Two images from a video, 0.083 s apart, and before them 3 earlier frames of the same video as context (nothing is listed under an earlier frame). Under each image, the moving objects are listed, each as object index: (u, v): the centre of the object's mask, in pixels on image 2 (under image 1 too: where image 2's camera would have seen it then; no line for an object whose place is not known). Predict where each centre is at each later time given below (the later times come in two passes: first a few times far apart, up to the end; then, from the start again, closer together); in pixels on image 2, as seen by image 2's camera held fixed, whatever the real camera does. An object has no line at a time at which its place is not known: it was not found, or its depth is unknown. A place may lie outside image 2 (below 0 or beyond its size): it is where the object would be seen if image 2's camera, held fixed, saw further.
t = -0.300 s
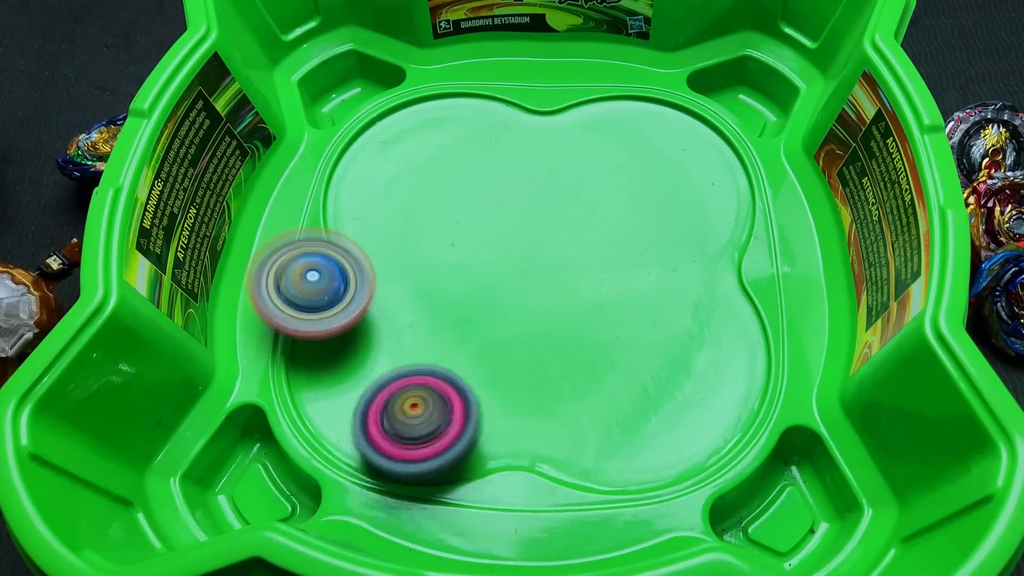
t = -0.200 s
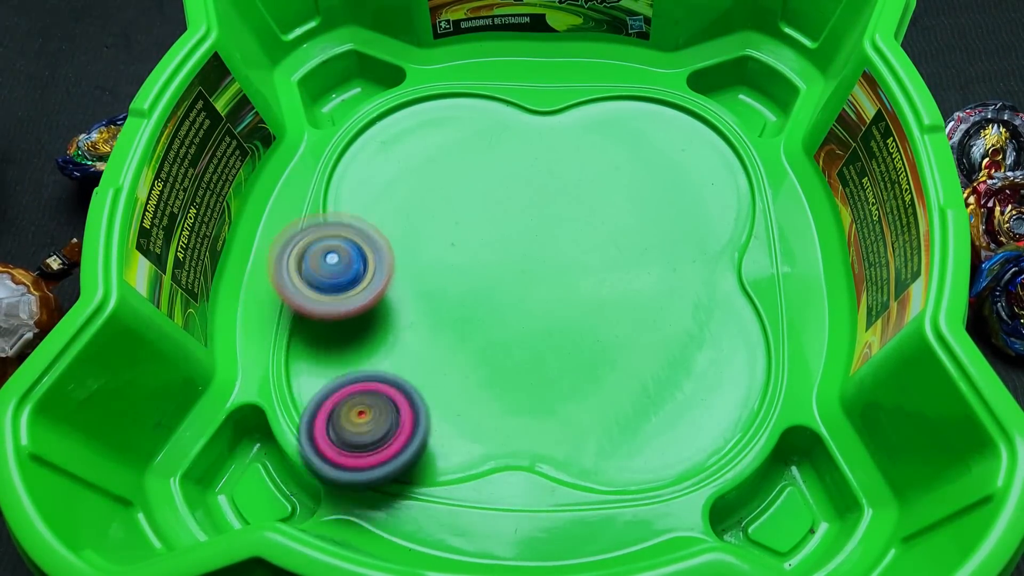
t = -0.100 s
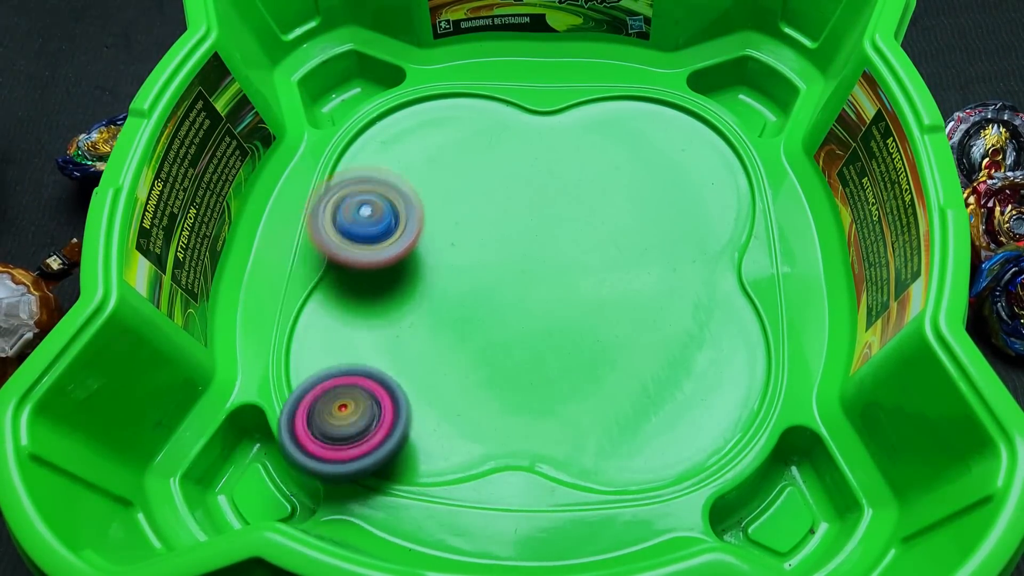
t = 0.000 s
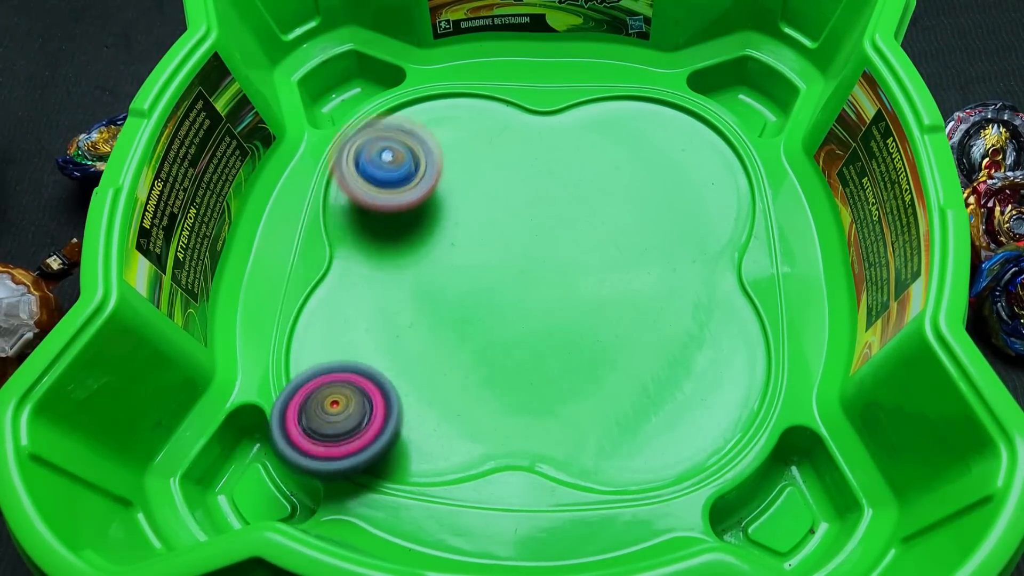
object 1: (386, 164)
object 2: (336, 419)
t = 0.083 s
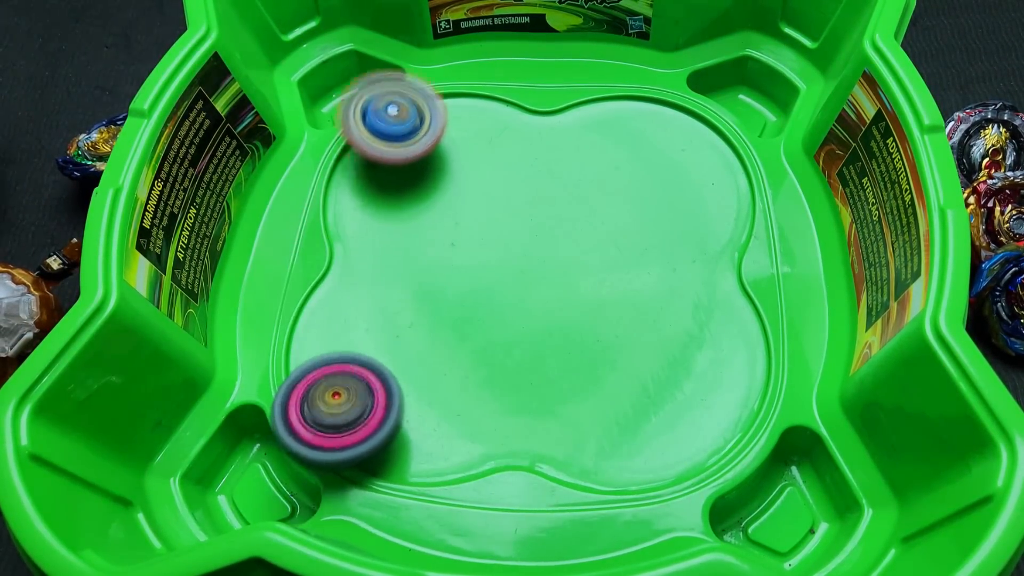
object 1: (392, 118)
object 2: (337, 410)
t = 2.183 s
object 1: (704, 368)
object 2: (529, 165)
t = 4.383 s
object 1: (480, 180)
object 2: (526, 273)
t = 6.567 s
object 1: (554, 333)
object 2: (568, 173)
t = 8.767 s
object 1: (442, 123)
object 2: (544, 310)
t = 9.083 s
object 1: (428, 87)
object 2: (465, 344)
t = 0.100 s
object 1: (393, 108)
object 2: (336, 407)
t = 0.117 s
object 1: (394, 99)
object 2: (333, 404)
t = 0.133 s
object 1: (396, 90)
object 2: (331, 399)
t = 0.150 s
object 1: (401, 86)
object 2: (327, 395)
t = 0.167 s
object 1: (406, 85)
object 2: (324, 390)
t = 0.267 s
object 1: (430, 83)
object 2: (302, 366)
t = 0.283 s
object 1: (433, 83)
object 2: (300, 365)
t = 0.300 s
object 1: (436, 81)
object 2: (302, 363)
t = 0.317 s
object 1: (438, 81)
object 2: (303, 360)
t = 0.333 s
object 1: (439, 79)
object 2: (304, 359)
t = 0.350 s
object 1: (442, 81)
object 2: (305, 356)
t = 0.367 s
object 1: (443, 83)
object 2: (306, 353)
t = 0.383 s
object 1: (446, 85)
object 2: (306, 350)
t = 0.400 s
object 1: (448, 86)
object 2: (307, 347)
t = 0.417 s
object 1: (450, 87)
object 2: (306, 343)
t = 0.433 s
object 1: (454, 87)
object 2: (307, 338)
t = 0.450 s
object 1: (458, 86)
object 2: (307, 334)
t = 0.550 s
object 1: (478, 77)
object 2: (305, 313)
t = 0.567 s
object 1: (479, 77)
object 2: (305, 312)
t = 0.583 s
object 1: (479, 78)
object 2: (305, 310)
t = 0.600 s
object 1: (477, 79)
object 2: (306, 310)
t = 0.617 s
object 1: (475, 80)
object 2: (307, 310)
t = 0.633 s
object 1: (472, 81)
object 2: (308, 309)
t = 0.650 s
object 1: (471, 82)
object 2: (310, 309)
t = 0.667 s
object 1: (470, 83)
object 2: (312, 307)
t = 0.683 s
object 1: (471, 85)
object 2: (316, 305)
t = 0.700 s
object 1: (473, 88)
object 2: (320, 301)
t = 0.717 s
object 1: (477, 91)
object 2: (324, 296)
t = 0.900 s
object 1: (553, 130)
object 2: (367, 230)
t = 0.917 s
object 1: (560, 132)
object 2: (369, 225)
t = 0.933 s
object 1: (567, 134)
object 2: (370, 218)
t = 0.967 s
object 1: (582, 137)
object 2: (371, 207)
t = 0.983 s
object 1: (589, 137)
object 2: (371, 201)
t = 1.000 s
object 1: (596, 138)
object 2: (370, 194)
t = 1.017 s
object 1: (603, 138)
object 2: (370, 189)
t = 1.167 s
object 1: (661, 129)
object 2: (358, 136)
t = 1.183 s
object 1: (667, 127)
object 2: (357, 131)
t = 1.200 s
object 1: (673, 126)
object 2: (357, 130)
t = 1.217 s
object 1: (678, 125)
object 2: (363, 131)
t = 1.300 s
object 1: (701, 119)
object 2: (385, 132)
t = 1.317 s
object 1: (704, 119)
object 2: (388, 131)
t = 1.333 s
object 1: (707, 118)
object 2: (392, 128)
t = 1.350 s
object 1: (707, 117)
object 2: (395, 126)
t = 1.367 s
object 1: (707, 116)
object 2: (397, 123)
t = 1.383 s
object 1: (705, 115)
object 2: (400, 120)
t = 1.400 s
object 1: (702, 115)
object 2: (403, 116)
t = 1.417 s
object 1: (700, 115)
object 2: (405, 112)
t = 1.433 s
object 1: (696, 116)
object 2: (407, 108)
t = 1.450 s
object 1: (694, 120)
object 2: (409, 104)
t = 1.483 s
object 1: (688, 126)
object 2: (412, 95)
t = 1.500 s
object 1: (685, 131)
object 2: (413, 92)
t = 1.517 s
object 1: (681, 135)
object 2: (415, 94)
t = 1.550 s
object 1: (673, 147)
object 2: (417, 98)
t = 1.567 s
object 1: (668, 152)
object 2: (418, 100)
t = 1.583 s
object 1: (662, 158)
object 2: (420, 101)
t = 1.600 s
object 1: (656, 165)
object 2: (422, 101)
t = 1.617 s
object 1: (651, 172)
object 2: (424, 101)
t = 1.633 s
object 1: (645, 180)
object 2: (427, 101)
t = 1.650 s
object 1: (639, 187)
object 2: (430, 100)
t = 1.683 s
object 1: (627, 203)
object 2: (437, 97)
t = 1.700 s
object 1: (621, 211)
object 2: (440, 96)
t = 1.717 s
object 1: (616, 219)
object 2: (443, 94)
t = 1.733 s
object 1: (612, 228)
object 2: (446, 92)
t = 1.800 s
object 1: (602, 263)
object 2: (449, 89)
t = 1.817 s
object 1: (602, 271)
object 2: (447, 89)
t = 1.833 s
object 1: (602, 279)
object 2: (446, 90)
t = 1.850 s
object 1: (604, 287)
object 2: (445, 91)
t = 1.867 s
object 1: (607, 294)
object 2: (446, 93)
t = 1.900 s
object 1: (614, 308)
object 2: (450, 98)
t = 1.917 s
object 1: (619, 315)
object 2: (454, 101)
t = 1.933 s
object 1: (625, 321)
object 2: (458, 104)
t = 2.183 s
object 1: (704, 368)
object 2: (529, 165)
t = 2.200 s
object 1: (705, 368)
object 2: (535, 167)
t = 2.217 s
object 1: (704, 366)
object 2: (541, 169)
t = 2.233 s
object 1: (703, 364)
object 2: (547, 171)
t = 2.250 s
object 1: (701, 361)
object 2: (552, 172)
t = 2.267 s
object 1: (698, 358)
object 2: (558, 173)
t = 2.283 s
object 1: (694, 355)
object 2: (564, 173)
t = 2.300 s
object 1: (689, 353)
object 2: (569, 173)
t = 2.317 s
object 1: (685, 349)
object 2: (574, 172)
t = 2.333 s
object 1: (678, 345)
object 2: (580, 171)
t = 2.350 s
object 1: (671, 341)
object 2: (584, 170)
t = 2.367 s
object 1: (664, 337)
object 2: (589, 168)
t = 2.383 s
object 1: (656, 333)
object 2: (594, 166)
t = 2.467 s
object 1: (608, 314)
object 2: (613, 154)
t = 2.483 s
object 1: (596, 311)
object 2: (616, 152)
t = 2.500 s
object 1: (585, 308)
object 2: (618, 149)
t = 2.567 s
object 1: (542, 306)
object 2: (623, 141)
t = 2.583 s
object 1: (531, 307)
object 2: (623, 140)
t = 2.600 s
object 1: (522, 310)
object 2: (623, 140)
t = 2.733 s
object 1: (455, 345)
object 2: (604, 157)
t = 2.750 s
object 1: (449, 351)
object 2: (601, 161)
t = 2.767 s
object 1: (442, 357)
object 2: (598, 166)
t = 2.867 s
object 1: (408, 393)
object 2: (584, 204)
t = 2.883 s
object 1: (404, 398)
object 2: (583, 212)
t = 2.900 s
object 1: (400, 403)
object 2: (582, 219)
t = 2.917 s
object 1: (397, 408)
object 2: (583, 226)
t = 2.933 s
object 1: (393, 412)
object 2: (584, 234)
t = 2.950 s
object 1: (390, 415)
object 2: (586, 240)
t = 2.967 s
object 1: (387, 418)
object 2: (589, 247)
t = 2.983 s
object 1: (385, 420)
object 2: (592, 252)
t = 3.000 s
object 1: (384, 422)
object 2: (596, 257)
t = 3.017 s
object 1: (382, 423)
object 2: (601, 262)
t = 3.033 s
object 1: (382, 423)
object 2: (607, 266)
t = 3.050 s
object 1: (382, 422)
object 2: (612, 269)
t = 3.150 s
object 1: (390, 407)
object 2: (653, 277)
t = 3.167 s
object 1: (393, 403)
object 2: (659, 276)
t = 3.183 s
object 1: (396, 398)
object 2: (666, 274)
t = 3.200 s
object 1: (398, 393)
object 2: (672, 272)
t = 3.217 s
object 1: (401, 388)
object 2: (678, 270)
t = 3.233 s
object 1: (404, 382)
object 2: (682, 267)
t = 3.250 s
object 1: (407, 376)
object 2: (686, 264)
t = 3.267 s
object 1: (410, 369)
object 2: (688, 260)
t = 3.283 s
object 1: (414, 361)
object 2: (689, 256)
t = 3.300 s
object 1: (417, 355)
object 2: (689, 252)
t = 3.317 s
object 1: (419, 348)
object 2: (688, 249)
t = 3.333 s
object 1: (422, 340)
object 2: (685, 245)
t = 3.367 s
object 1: (427, 325)
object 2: (675, 240)
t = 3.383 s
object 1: (429, 317)
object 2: (668, 237)
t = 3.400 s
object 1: (430, 310)
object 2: (661, 237)
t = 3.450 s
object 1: (430, 289)
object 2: (634, 237)
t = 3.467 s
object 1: (430, 282)
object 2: (624, 239)
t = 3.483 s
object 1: (428, 275)
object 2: (614, 241)
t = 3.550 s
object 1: (416, 252)
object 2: (575, 254)
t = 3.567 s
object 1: (412, 248)
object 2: (567, 259)
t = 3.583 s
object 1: (408, 242)
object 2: (559, 264)
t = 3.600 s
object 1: (404, 238)
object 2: (553, 271)
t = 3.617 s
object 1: (399, 233)
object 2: (547, 277)
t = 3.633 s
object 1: (394, 229)
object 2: (541, 284)
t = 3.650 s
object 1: (390, 226)
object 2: (537, 291)
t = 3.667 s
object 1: (385, 222)
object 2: (535, 299)
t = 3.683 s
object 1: (381, 218)
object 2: (532, 307)
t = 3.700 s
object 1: (377, 214)
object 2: (532, 315)
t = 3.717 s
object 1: (372, 211)
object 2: (532, 323)
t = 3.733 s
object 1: (368, 208)
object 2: (533, 331)
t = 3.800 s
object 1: (354, 198)
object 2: (542, 360)
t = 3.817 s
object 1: (351, 195)
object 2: (546, 367)
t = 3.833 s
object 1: (349, 193)
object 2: (551, 373)
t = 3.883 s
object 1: (345, 188)
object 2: (566, 388)
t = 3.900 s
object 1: (344, 186)
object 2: (572, 392)
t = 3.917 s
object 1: (344, 186)
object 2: (578, 396)
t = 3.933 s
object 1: (345, 186)
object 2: (584, 399)
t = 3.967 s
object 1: (348, 184)
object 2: (597, 403)
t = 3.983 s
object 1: (350, 184)
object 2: (604, 403)
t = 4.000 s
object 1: (352, 183)
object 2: (610, 403)
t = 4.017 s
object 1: (355, 184)
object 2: (615, 401)
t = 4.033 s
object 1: (358, 184)
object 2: (621, 398)
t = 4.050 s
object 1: (362, 183)
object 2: (625, 393)
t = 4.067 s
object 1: (366, 183)
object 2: (628, 388)
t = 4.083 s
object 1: (369, 183)
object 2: (630, 381)
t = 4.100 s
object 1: (373, 184)
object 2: (631, 375)
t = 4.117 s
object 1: (378, 184)
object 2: (631, 368)
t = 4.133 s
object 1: (384, 185)
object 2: (630, 359)
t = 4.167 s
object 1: (394, 184)
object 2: (625, 342)
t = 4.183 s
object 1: (401, 187)
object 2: (621, 335)
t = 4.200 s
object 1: (406, 186)
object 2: (616, 327)
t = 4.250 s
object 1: (426, 187)
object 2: (597, 305)
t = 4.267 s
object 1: (433, 188)
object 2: (589, 297)
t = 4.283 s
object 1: (441, 188)
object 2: (580, 292)
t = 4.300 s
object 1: (447, 188)
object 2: (572, 287)
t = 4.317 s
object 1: (455, 188)
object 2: (563, 282)
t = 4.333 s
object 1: (461, 187)
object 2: (553, 277)
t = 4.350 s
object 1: (467, 186)
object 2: (545, 275)
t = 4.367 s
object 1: (474, 185)
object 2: (534, 271)
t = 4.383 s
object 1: (480, 180)
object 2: (526, 273)
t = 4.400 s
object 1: (484, 173)
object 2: (519, 274)
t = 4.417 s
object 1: (489, 166)
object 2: (509, 277)
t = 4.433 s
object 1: (491, 159)
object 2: (499, 279)
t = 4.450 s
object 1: (493, 154)
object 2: (489, 281)
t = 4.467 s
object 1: (494, 148)
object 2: (479, 283)
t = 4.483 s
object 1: (494, 144)
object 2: (470, 286)
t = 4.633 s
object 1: (494, 89)
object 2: (403, 319)
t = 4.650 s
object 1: (493, 83)
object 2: (397, 323)
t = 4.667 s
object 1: (490, 78)
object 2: (392, 328)
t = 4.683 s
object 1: (488, 75)
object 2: (387, 333)
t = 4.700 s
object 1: (483, 74)
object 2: (382, 337)
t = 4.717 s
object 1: (478, 75)
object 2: (378, 342)
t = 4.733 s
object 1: (473, 77)
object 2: (373, 347)
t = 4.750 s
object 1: (467, 81)
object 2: (369, 351)
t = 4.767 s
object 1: (462, 83)
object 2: (364, 355)
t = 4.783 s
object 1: (459, 85)
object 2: (360, 360)
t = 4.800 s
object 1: (457, 88)
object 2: (357, 365)
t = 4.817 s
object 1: (456, 91)
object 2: (353, 370)
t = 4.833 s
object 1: (457, 94)
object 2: (351, 374)
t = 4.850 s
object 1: (459, 98)
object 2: (350, 379)
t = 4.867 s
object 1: (462, 101)
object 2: (348, 383)
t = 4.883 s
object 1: (464, 106)
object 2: (348, 387)
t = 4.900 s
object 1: (467, 110)
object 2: (348, 389)
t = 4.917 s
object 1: (471, 116)
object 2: (350, 392)
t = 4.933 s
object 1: (474, 121)
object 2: (352, 393)
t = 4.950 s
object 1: (477, 126)
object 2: (356, 394)
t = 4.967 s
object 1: (481, 133)
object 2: (359, 394)
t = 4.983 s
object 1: (484, 139)
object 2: (364, 393)
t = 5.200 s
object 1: (550, 211)
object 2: (454, 331)
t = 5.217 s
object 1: (557, 214)
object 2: (460, 324)
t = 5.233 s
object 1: (563, 217)
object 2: (466, 317)
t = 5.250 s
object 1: (569, 220)
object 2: (471, 308)
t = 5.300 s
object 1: (590, 225)
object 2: (483, 285)
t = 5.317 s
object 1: (597, 226)
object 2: (485, 277)
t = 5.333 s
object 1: (604, 227)
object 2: (485, 270)
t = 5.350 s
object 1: (610, 227)
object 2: (485, 263)
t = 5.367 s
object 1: (617, 227)
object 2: (484, 256)
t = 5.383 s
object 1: (623, 226)
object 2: (483, 250)
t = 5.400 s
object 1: (628, 225)
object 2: (482, 244)
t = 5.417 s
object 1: (634, 224)
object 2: (479, 238)
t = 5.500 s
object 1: (657, 217)
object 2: (459, 212)
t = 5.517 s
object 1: (660, 216)
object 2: (453, 208)
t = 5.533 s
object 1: (663, 214)
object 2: (449, 204)
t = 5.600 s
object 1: (672, 208)
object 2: (426, 189)
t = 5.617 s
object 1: (673, 207)
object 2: (421, 186)
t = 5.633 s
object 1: (672, 206)
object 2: (416, 183)
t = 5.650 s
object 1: (671, 206)
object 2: (410, 181)
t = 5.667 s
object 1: (669, 205)
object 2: (405, 178)
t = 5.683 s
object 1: (666, 205)
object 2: (400, 175)
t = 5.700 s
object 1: (662, 206)
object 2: (395, 173)
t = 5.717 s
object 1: (658, 207)
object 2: (390, 171)
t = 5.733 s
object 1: (653, 209)
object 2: (386, 170)
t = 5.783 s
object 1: (636, 216)
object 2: (373, 166)
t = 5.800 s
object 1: (629, 218)
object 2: (370, 165)
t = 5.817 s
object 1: (623, 221)
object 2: (366, 165)
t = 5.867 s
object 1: (604, 232)
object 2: (360, 165)
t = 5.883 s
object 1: (598, 236)
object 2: (359, 166)
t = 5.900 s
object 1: (593, 241)
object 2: (360, 167)
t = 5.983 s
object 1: (568, 265)
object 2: (365, 174)
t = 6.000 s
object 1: (564, 271)
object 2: (368, 177)
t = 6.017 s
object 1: (560, 277)
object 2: (371, 180)
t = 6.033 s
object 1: (557, 283)
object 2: (375, 182)
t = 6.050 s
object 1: (554, 289)
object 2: (379, 186)
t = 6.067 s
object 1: (552, 294)
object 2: (384, 189)
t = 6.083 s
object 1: (550, 300)
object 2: (388, 193)
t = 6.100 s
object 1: (550, 306)
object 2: (394, 197)
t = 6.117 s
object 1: (549, 312)
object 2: (400, 201)
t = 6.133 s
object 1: (549, 317)
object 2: (407, 204)
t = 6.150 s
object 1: (548, 323)
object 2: (414, 208)
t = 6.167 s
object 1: (549, 328)
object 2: (422, 212)
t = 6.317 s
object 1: (559, 359)
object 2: (497, 230)
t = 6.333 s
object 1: (561, 362)
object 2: (505, 229)
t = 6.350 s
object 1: (562, 364)
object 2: (513, 227)
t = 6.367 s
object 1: (564, 365)
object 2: (521, 225)
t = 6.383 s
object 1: (565, 365)
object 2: (526, 222)
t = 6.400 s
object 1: (566, 365)
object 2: (532, 219)
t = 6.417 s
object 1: (566, 365)
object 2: (537, 216)
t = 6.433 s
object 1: (567, 363)
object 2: (543, 213)
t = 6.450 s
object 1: (566, 361)
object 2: (547, 209)
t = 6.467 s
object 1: (566, 359)
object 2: (552, 204)
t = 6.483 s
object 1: (566, 355)
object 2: (555, 199)
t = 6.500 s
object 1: (565, 352)
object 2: (559, 194)
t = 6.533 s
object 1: (562, 343)
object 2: (564, 184)
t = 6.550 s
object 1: (558, 337)
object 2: (566, 179)
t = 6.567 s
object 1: (554, 333)
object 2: (568, 173)
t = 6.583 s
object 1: (551, 329)
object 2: (570, 168)
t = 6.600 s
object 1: (548, 325)
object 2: (570, 162)
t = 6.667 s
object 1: (532, 308)
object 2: (571, 145)
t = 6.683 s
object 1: (528, 304)
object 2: (571, 141)
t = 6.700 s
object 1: (523, 300)
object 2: (569, 137)
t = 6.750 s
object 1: (506, 291)
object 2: (562, 130)
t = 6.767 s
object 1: (500, 288)
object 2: (559, 129)
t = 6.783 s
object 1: (494, 285)
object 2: (556, 128)
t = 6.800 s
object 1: (488, 284)
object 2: (552, 129)
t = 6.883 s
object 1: (459, 277)
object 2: (537, 144)
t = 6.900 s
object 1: (453, 276)
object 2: (534, 149)
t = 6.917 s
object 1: (448, 276)
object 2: (532, 155)
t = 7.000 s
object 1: (424, 275)
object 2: (526, 189)
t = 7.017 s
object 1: (420, 276)
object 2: (525, 197)
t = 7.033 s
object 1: (417, 276)
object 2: (527, 204)
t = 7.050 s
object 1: (413, 276)
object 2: (528, 210)
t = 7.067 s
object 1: (410, 277)
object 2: (531, 217)
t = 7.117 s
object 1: (401, 278)
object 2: (539, 235)
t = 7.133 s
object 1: (399, 279)
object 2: (543, 240)
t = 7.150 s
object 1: (397, 279)
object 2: (548, 245)
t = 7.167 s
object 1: (395, 279)
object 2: (552, 249)
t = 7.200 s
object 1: (395, 279)
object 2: (561, 257)
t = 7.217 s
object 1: (394, 278)
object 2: (567, 261)
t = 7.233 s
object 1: (394, 278)
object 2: (573, 264)
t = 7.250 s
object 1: (396, 278)
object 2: (579, 266)
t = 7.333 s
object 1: (411, 272)
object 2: (609, 271)
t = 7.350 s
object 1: (415, 270)
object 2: (616, 271)
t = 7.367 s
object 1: (419, 268)
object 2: (621, 269)
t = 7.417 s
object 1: (433, 262)
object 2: (638, 266)
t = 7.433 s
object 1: (437, 260)
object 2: (644, 264)
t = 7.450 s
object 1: (441, 257)
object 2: (648, 260)
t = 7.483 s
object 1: (449, 252)
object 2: (655, 256)
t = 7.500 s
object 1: (454, 249)
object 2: (658, 251)
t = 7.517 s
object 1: (459, 245)
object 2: (661, 248)
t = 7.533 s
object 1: (462, 242)
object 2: (661, 244)
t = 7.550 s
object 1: (466, 239)
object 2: (661, 240)
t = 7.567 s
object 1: (470, 235)
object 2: (660, 238)
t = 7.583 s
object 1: (473, 232)
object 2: (658, 234)
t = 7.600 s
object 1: (476, 228)
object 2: (655, 232)
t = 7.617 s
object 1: (479, 224)
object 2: (650, 228)
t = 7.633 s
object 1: (481, 220)
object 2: (644, 228)
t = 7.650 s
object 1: (484, 217)
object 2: (637, 226)
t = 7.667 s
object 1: (486, 213)
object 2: (631, 225)
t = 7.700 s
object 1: (490, 206)
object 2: (616, 227)
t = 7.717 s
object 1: (491, 202)
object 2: (609, 228)
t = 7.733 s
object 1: (491, 199)
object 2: (600, 230)
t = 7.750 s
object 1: (490, 194)
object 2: (595, 233)
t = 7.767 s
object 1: (485, 189)
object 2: (592, 238)
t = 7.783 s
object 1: (479, 183)
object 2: (587, 242)
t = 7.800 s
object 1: (474, 178)
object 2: (581, 248)
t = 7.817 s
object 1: (469, 175)
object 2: (576, 253)
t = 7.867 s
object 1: (454, 165)
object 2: (564, 268)
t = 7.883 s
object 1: (449, 163)
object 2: (561, 273)
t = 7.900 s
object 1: (445, 160)
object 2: (558, 280)
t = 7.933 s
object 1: (436, 157)
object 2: (556, 290)
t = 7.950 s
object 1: (432, 155)
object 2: (555, 296)
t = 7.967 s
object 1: (429, 155)
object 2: (554, 301)
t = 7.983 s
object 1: (424, 153)
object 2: (554, 307)
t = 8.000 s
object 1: (421, 153)
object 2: (556, 312)
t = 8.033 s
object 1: (415, 153)
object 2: (558, 322)
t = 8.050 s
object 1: (413, 153)
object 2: (559, 327)
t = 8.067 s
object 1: (411, 154)
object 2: (562, 332)
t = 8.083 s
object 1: (409, 156)
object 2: (565, 336)
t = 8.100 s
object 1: (407, 157)
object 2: (568, 340)
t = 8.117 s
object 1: (406, 158)
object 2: (571, 343)
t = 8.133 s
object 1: (406, 161)
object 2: (574, 347)
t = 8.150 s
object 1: (405, 163)
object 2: (579, 351)
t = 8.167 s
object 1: (406, 166)
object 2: (584, 353)
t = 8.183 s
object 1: (408, 169)
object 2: (586, 355)
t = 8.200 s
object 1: (411, 174)
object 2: (591, 357)
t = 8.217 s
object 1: (413, 178)
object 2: (595, 359)
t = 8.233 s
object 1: (415, 181)
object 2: (599, 358)
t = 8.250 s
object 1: (418, 185)
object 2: (603, 357)
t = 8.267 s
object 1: (421, 189)
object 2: (605, 356)
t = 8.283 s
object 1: (425, 194)
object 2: (606, 354)
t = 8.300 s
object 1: (430, 198)
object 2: (608, 351)
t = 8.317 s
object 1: (434, 202)
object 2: (609, 345)
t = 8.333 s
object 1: (438, 205)
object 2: (607, 342)
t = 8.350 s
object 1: (443, 209)
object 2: (605, 337)
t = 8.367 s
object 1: (448, 213)
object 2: (603, 333)
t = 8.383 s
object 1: (453, 217)
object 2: (601, 329)
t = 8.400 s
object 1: (459, 221)
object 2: (597, 323)
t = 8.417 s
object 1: (464, 225)
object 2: (592, 319)
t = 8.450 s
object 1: (478, 232)
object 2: (582, 310)
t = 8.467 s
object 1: (484, 235)
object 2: (575, 305)
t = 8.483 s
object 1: (488, 228)
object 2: (574, 308)
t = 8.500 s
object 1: (483, 215)
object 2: (578, 312)
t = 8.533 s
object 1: (473, 197)
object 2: (587, 326)
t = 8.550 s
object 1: (471, 187)
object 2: (588, 328)
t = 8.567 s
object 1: (469, 176)
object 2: (587, 329)
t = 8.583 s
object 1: (467, 168)
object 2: (587, 332)
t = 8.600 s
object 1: (465, 163)
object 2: (586, 328)
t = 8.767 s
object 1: (442, 123)
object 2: (544, 310)
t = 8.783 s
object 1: (439, 118)
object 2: (538, 310)
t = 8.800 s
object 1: (437, 114)
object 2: (532, 310)
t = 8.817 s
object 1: (434, 110)
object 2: (527, 309)
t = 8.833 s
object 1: (433, 107)
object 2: (520, 310)
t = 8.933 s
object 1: (429, 86)
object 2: (490, 321)
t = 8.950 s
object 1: (429, 84)
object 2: (486, 323)
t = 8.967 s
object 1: (428, 82)
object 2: (482, 326)
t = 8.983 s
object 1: (428, 82)
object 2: (478, 329)
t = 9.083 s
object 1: (428, 87)
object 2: (465, 344)
